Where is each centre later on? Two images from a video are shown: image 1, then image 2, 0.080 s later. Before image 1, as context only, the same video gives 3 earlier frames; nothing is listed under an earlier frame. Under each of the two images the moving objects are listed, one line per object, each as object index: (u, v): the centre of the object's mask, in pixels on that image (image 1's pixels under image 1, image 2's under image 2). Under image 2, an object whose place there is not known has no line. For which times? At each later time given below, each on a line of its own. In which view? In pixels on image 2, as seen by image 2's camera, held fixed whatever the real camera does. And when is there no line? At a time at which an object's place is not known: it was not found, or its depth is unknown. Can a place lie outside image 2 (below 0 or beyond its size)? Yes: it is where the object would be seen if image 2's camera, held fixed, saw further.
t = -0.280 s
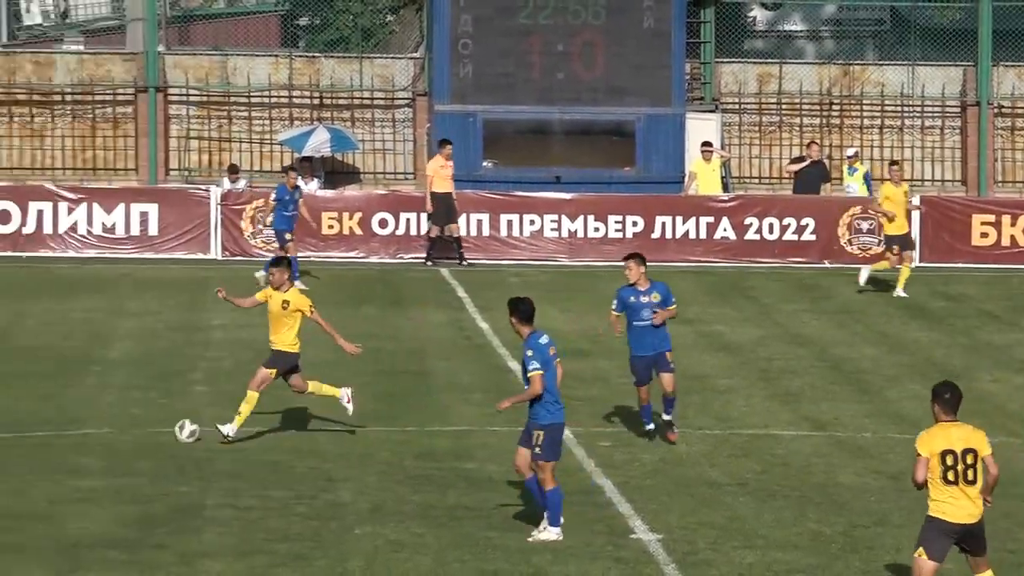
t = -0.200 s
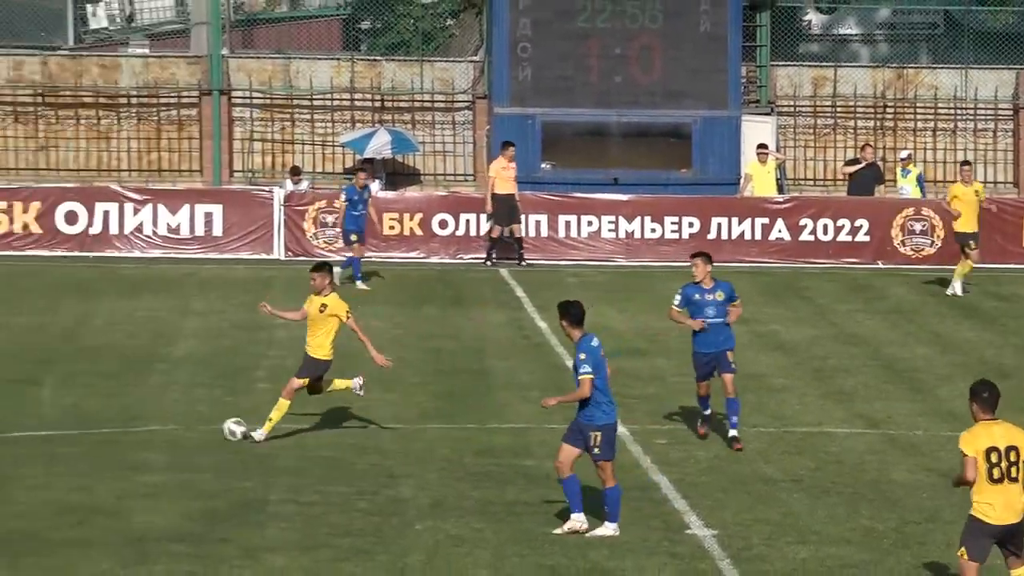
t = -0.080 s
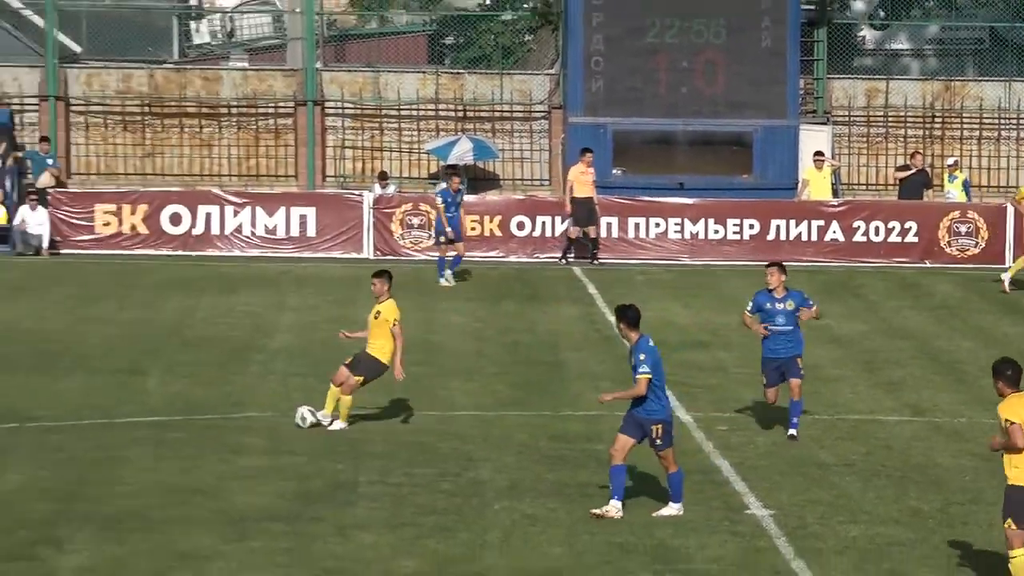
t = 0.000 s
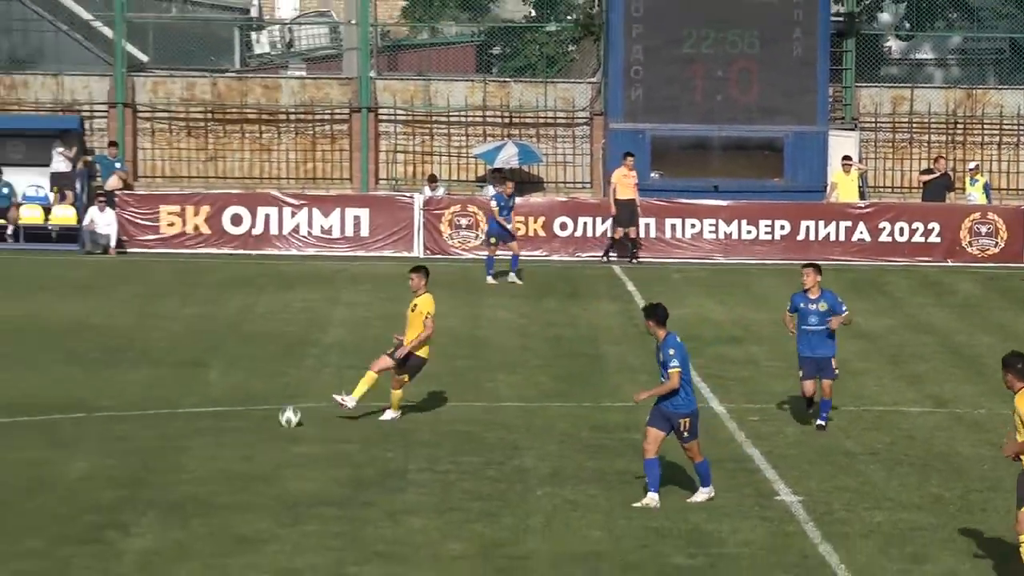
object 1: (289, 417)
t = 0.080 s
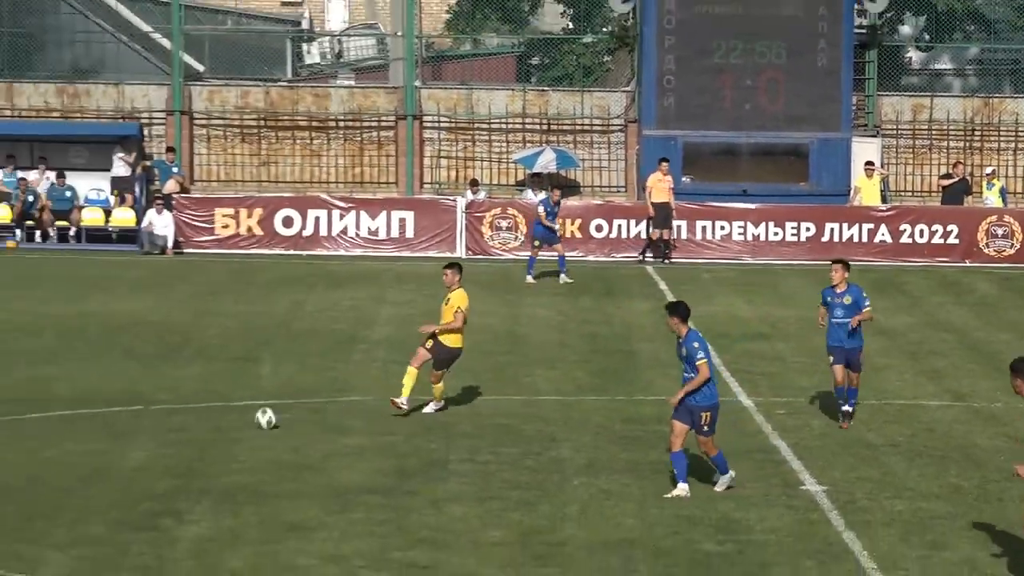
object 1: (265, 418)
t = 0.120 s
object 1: (228, 424)
